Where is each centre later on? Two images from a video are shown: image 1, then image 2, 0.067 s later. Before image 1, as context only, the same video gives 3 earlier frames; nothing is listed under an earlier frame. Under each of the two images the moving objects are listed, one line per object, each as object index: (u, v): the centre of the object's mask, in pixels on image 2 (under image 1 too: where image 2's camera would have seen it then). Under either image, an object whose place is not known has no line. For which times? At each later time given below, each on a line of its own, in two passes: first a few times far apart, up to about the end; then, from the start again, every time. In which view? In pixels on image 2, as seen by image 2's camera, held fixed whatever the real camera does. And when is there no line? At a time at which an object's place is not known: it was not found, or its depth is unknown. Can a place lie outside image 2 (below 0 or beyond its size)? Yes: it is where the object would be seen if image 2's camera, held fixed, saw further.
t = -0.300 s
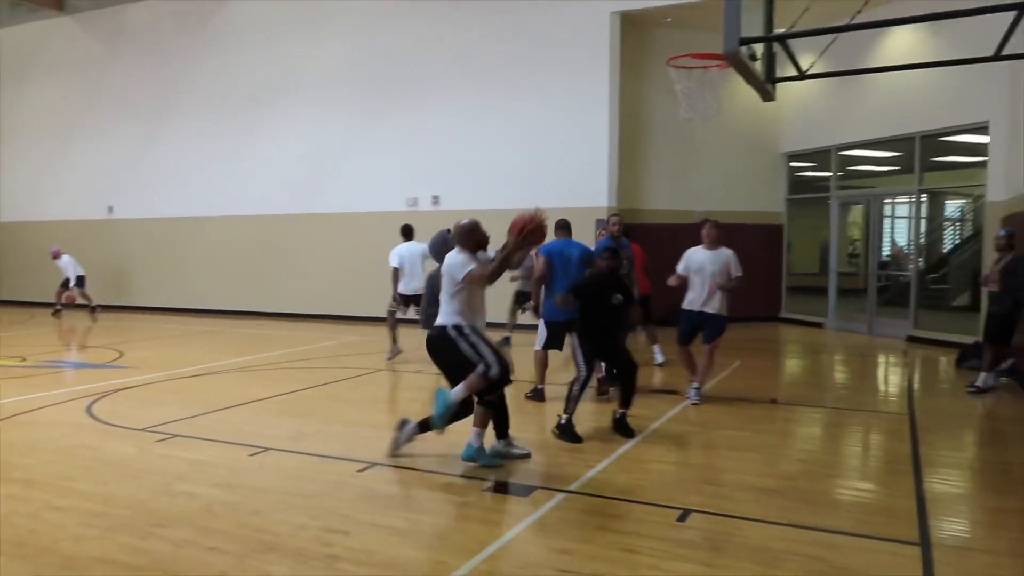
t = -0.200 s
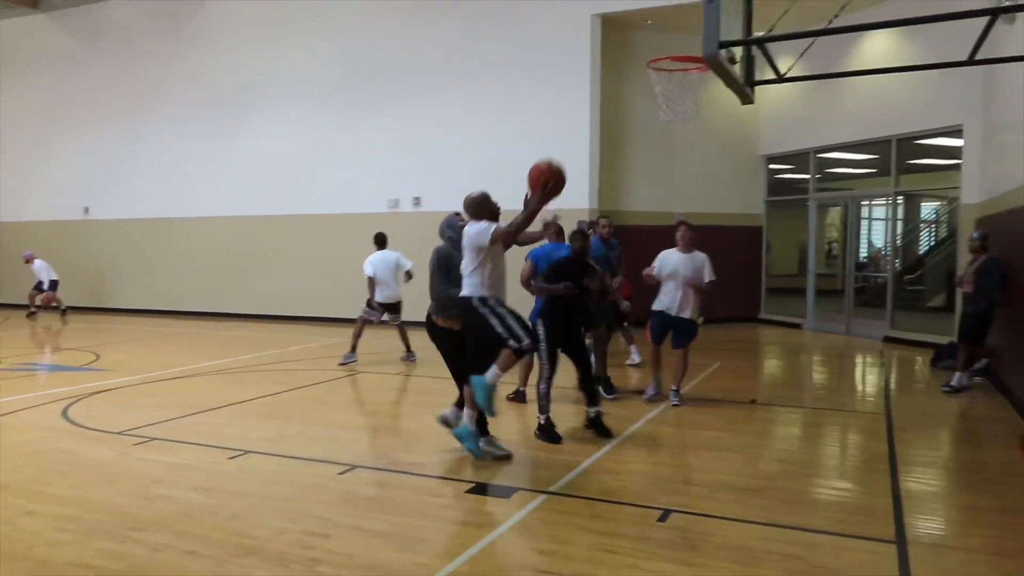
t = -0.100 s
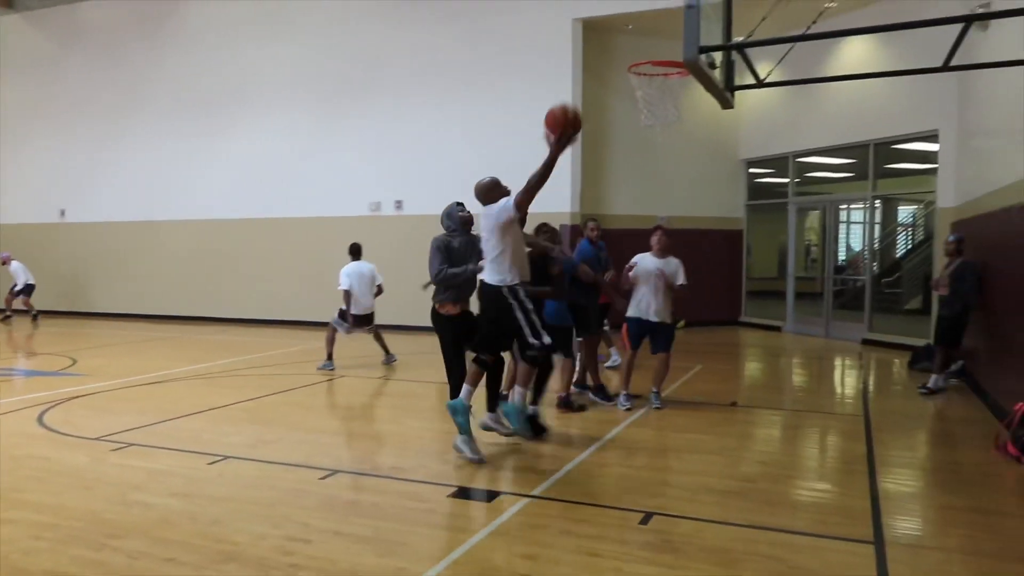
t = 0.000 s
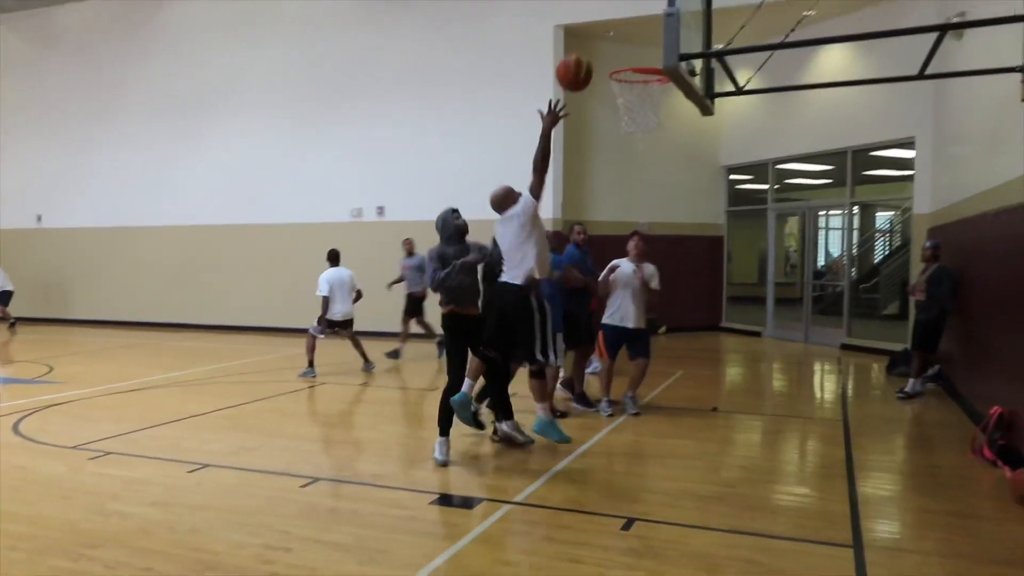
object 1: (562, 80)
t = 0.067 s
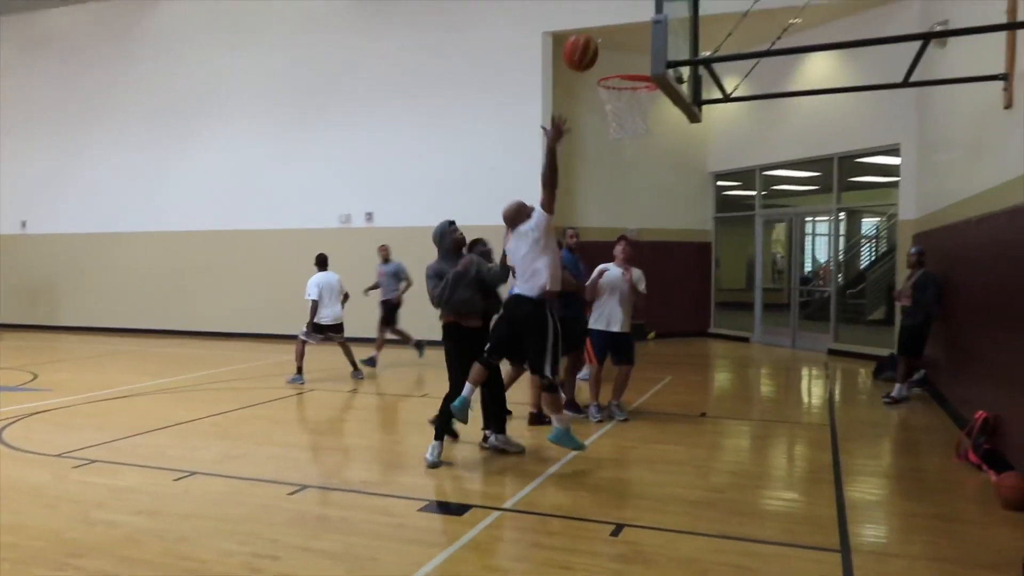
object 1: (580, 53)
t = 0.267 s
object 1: (628, 16)
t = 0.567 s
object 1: (637, 54)
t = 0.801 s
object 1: (619, 133)
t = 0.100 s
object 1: (589, 42)
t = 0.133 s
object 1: (597, 34)
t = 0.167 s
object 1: (605, 27)
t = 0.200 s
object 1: (613, 22)
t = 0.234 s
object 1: (621, 18)
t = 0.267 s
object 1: (628, 16)
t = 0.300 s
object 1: (635, 16)
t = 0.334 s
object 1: (640, 17)
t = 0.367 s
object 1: (643, 19)
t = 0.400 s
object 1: (643, 21)
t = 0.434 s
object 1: (642, 26)
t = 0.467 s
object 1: (640, 31)
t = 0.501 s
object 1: (639, 38)
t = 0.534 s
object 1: (638, 45)
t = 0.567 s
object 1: (637, 54)
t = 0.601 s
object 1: (634, 62)
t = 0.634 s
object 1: (631, 76)
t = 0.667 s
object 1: (629, 90)
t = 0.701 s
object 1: (626, 102)
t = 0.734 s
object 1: (625, 115)
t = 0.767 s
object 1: (621, 124)
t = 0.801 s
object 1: (619, 133)
